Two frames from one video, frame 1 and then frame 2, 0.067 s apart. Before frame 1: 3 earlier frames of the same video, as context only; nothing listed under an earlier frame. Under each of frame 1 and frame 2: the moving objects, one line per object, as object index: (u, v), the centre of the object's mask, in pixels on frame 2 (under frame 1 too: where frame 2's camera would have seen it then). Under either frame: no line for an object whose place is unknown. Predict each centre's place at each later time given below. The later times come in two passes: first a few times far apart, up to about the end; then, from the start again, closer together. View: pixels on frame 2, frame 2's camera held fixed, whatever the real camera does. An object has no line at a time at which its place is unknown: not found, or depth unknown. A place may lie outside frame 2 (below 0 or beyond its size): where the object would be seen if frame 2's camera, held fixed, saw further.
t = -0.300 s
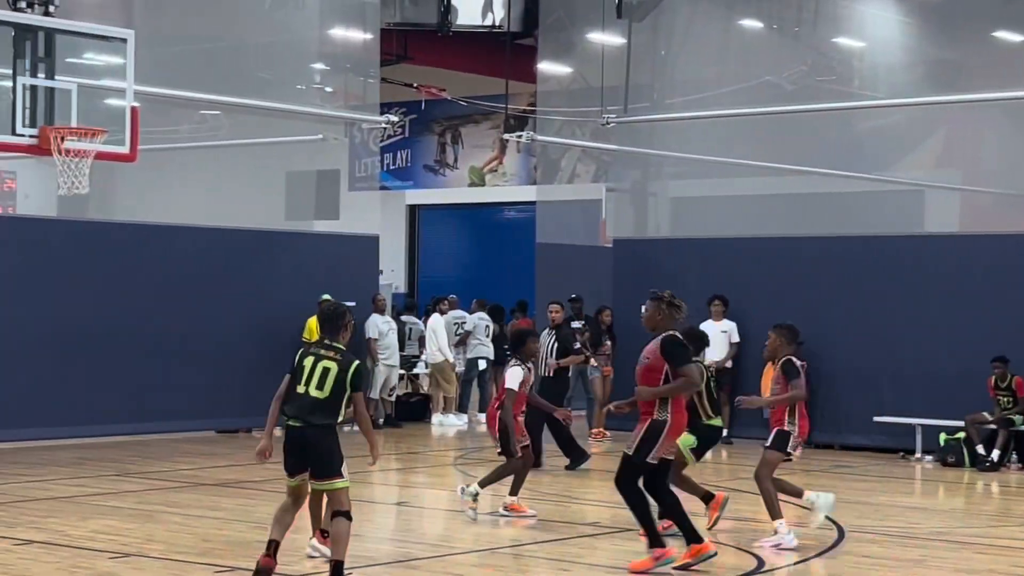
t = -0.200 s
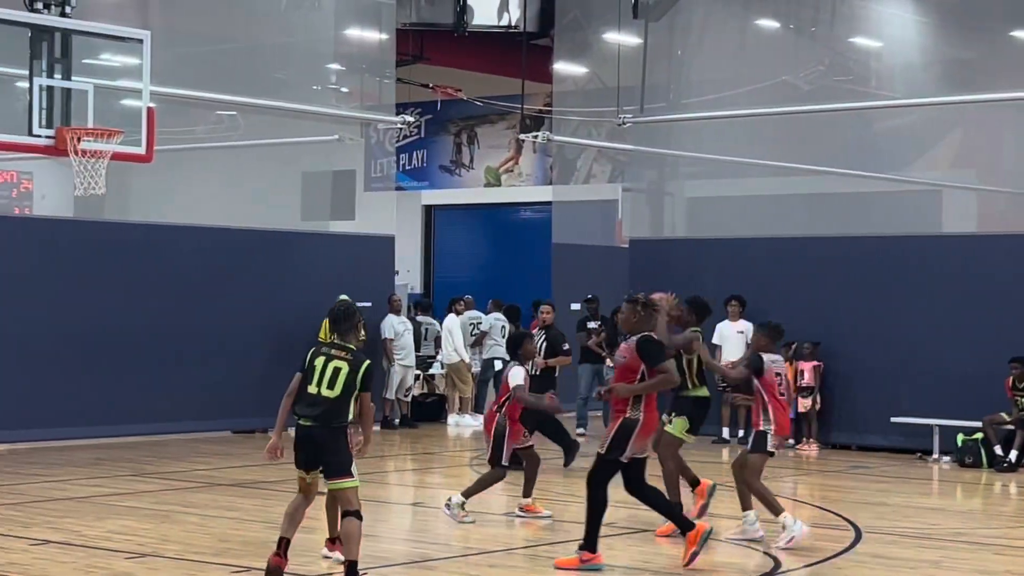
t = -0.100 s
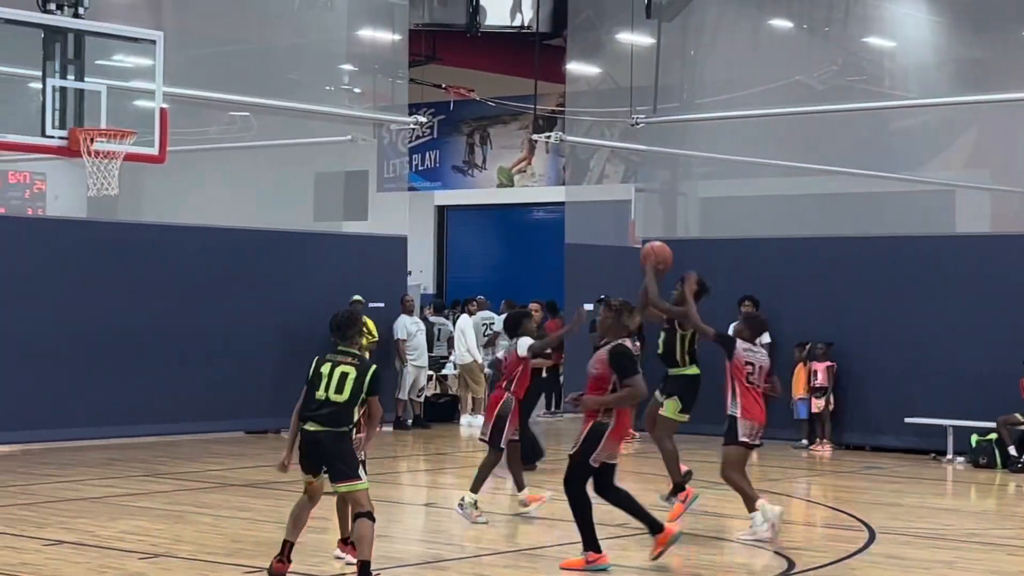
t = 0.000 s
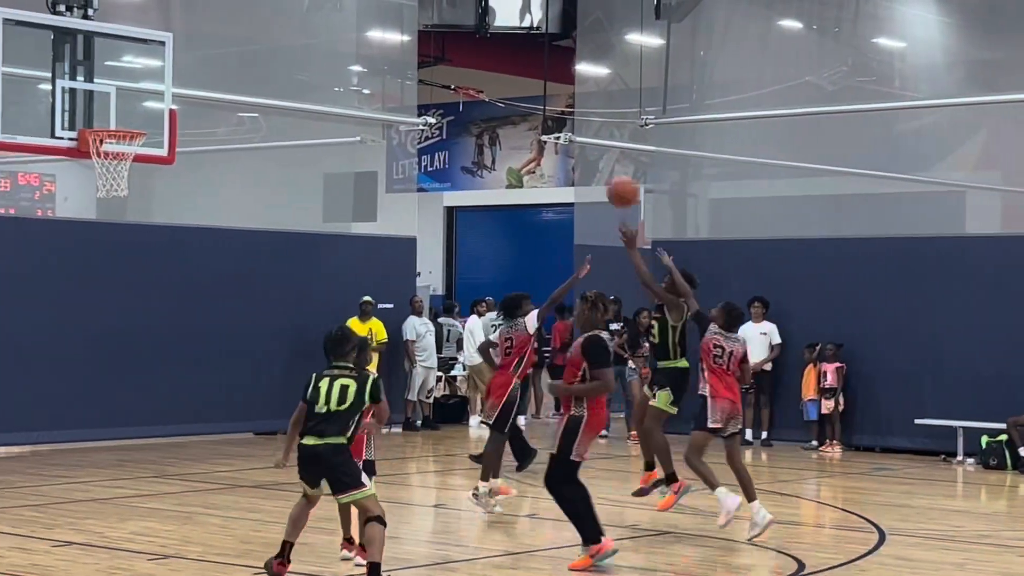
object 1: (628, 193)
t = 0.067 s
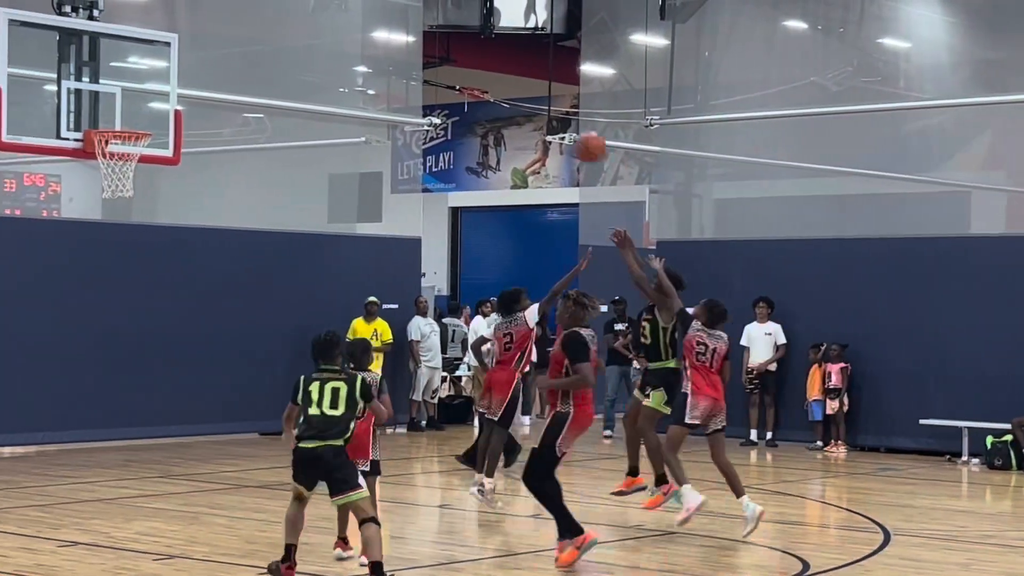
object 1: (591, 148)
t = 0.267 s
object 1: (482, 51)
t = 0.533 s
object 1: (343, 8)
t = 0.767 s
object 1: (228, 39)
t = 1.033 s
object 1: (116, 150)
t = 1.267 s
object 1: (101, 267)
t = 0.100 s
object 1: (572, 127)
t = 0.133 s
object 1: (554, 108)
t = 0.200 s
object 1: (517, 77)
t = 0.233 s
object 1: (499, 63)
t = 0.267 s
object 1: (482, 51)
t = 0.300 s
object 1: (464, 41)
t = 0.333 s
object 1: (447, 31)
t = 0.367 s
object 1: (429, 23)
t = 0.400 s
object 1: (411, 17)
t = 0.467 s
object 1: (377, 10)
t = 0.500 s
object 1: (360, 9)
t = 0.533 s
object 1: (343, 8)
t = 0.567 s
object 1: (326, 9)
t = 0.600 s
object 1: (310, 10)
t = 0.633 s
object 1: (293, 12)
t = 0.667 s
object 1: (276, 17)
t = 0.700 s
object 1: (260, 23)
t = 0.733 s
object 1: (244, 30)
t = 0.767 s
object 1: (228, 39)
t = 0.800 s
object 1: (211, 49)
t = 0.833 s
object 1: (196, 60)
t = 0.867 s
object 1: (180, 72)
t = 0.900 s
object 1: (164, 86)
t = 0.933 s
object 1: (148, 102)
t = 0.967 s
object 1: (133, 117)
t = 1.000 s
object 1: (118, 134)
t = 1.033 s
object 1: (116, 150)
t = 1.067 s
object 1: (103, 171)
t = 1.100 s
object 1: (104, 182)
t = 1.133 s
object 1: (105, 197)
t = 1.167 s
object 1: (105, 212)
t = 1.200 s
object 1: (104, 229)
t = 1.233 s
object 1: (102, 248)
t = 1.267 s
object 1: (101, 267)
